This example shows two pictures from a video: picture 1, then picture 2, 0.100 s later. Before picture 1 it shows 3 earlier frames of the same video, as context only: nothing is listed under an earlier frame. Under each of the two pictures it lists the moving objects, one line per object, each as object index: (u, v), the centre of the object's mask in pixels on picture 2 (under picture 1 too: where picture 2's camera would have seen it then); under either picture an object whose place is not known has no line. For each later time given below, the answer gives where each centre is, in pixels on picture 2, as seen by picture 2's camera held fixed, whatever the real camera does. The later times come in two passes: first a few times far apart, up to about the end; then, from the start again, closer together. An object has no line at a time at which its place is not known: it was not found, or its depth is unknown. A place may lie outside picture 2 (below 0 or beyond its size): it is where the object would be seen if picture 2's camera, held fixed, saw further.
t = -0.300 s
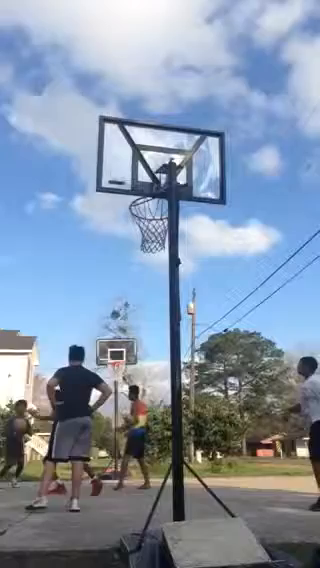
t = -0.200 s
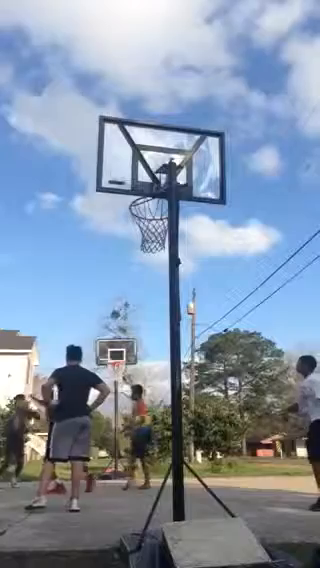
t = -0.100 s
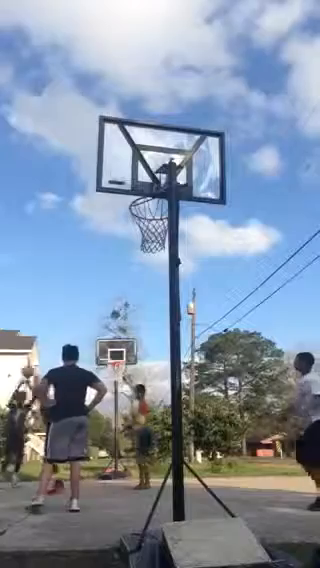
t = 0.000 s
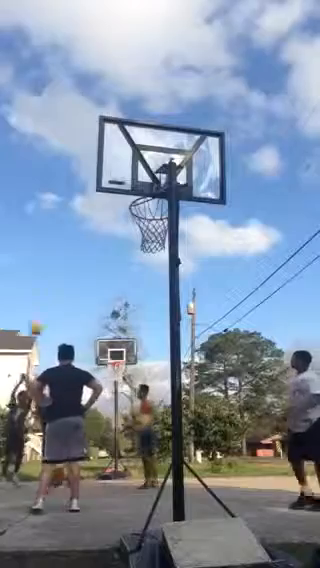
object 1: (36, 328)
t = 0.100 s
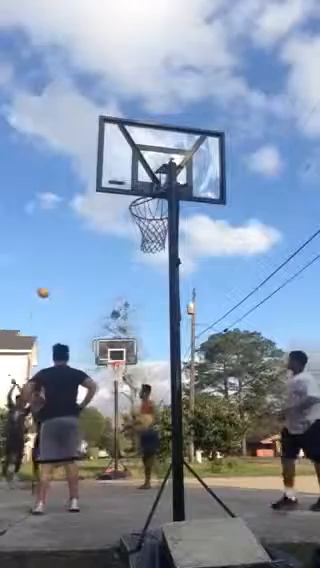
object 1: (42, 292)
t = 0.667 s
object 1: (83, 159)
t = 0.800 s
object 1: (91, 143)
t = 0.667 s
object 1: (83, 159)
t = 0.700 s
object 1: (85, 152)
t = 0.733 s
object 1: (87, 149)
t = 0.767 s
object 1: (89, 145)
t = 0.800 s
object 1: (91, 143)
